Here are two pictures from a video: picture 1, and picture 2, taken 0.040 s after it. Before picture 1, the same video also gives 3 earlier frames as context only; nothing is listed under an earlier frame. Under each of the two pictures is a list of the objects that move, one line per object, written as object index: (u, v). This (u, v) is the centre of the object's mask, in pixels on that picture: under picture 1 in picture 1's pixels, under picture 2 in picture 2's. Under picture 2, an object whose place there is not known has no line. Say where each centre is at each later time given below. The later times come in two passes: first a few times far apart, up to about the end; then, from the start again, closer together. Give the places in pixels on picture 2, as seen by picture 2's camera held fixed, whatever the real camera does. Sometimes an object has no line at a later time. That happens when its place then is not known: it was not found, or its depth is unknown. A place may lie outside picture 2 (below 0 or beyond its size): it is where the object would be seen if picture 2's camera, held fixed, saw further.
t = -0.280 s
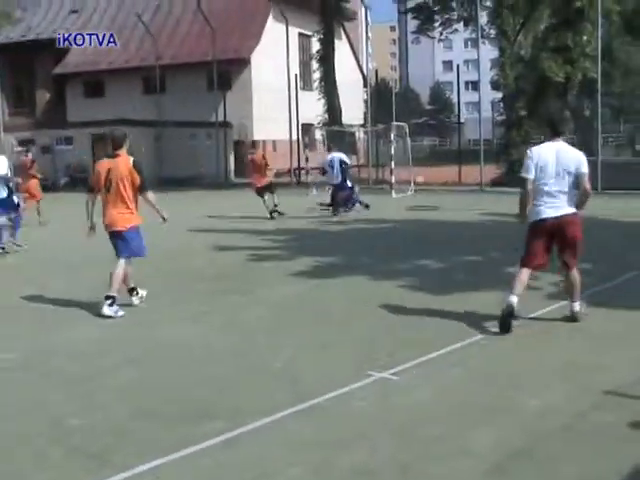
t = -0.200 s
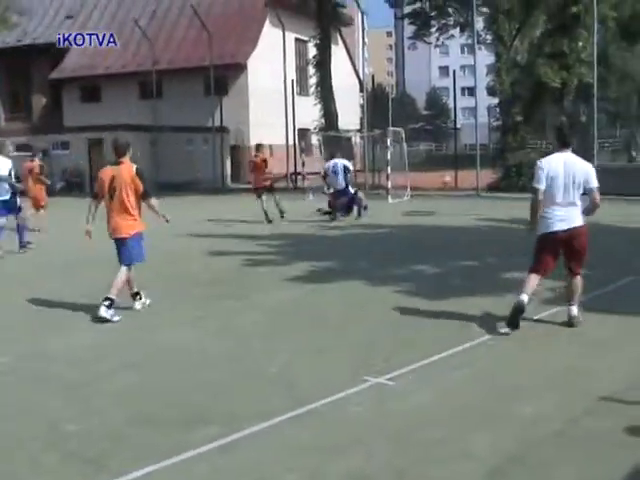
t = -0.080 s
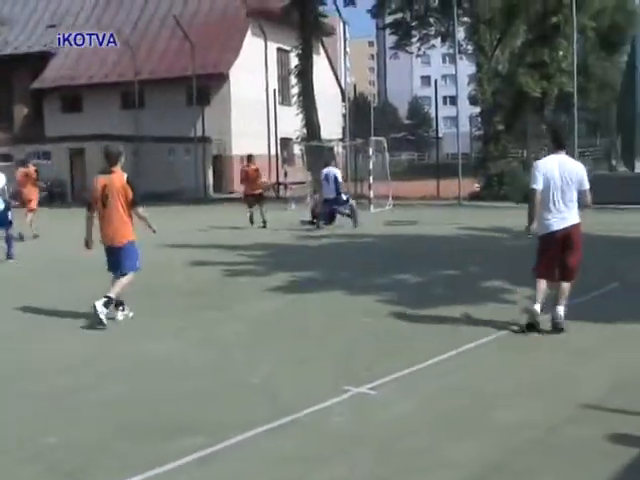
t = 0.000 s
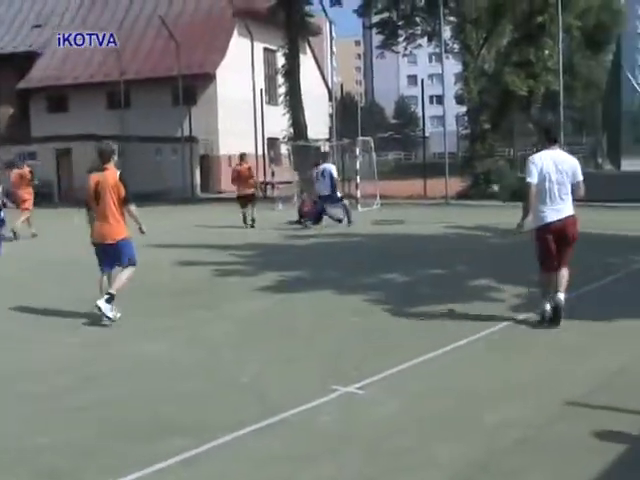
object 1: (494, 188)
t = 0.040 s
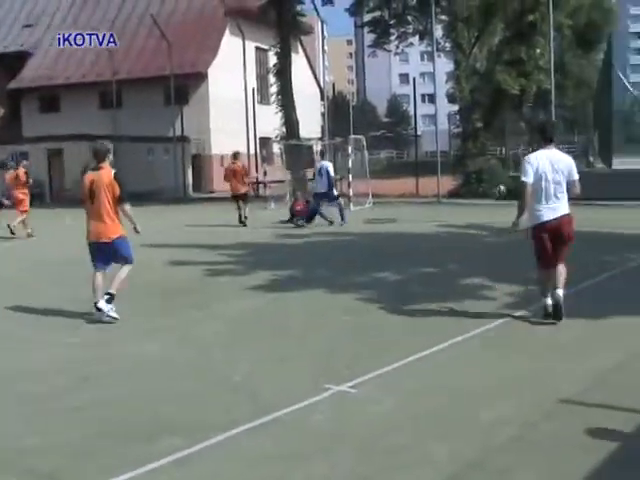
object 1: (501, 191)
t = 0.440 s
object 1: (634, 205)
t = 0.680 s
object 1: (683, 201)
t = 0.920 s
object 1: (726, 209)
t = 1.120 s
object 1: (754, 205)
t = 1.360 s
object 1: (788, 208)
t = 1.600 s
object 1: (821, 208)
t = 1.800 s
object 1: (847, 208)
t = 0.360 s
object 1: (615, 212)
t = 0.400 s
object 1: (624, 208)
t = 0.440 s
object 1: (634, 205)
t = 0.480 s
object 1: (641, 201)
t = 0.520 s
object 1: (650, 200)
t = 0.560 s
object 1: (658, 200)
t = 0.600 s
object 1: (666, 200)
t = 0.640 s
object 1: (675, 200)
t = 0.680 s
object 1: (683, 201)
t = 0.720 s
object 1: (691, 204)
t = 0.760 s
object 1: (698, 207)
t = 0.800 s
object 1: (706, 210)
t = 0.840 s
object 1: (715, 214)
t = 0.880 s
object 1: (720, 212)
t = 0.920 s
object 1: (726, 209)
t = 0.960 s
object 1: (732, 207)
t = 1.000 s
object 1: (738, 206)
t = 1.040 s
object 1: (743, 205)
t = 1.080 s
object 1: (748, 205)
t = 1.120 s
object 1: (754, 205)
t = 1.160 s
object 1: (760, 206)
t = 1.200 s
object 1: (766, 208)
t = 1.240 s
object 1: (771, 211)
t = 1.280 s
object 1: (777, 211)
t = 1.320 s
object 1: (783, 209)
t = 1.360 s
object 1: (788, 208)
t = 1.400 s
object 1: (793, 208)
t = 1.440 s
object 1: (798, 210)
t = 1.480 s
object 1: (803, 210)
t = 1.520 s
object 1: (809, 208)
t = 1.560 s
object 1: (815, 208)
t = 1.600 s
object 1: (821, 208)
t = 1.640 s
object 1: (826, 208)
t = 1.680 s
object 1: (831, 210)
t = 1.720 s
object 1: (837, 208)
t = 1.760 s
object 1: (842, 207)
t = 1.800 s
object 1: (847, 208)
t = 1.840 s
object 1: (854, 208)
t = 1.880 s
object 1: (858, 206)
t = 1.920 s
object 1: (864, 206)
